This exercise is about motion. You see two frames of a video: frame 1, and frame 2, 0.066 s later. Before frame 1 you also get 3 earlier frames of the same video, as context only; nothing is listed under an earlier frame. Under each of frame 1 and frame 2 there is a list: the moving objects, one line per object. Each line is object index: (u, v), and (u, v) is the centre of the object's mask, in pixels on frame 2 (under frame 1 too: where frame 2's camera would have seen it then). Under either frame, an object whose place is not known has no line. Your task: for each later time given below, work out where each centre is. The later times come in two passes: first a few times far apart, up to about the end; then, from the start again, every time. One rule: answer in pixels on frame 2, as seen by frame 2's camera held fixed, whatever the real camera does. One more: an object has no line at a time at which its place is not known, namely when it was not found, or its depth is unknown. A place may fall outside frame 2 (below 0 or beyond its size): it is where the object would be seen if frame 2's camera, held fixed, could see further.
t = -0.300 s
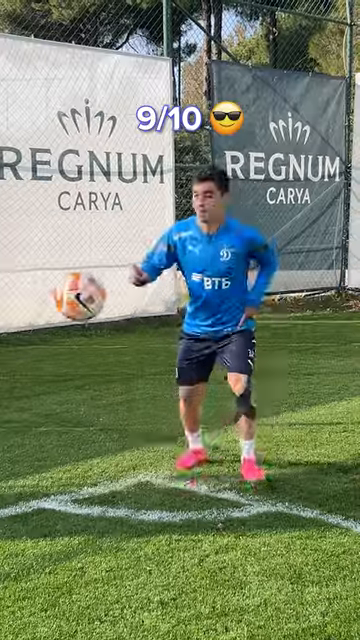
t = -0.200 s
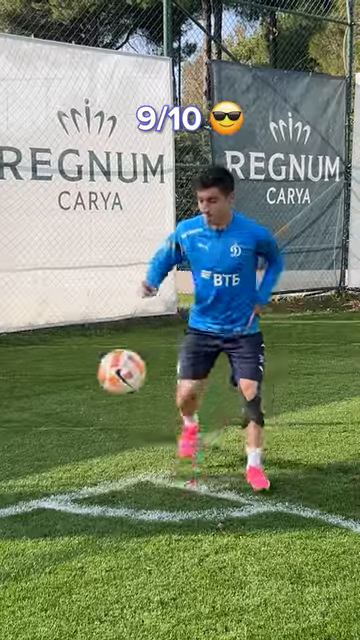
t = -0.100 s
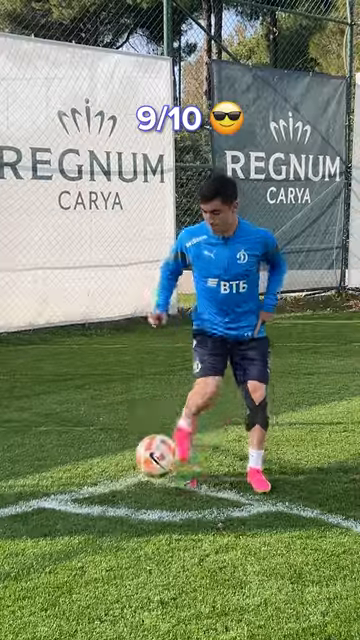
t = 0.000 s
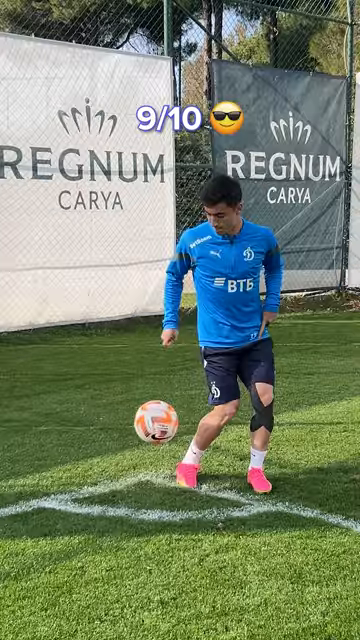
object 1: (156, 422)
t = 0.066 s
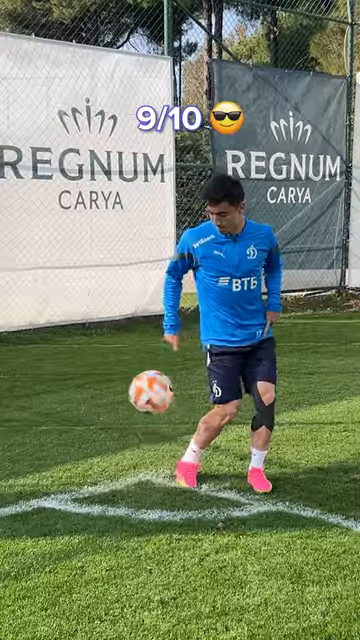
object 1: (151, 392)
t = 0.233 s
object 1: (139, 354)
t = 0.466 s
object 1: (121, 392)
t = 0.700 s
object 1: (113, 467)
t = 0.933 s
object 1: (141, 426)
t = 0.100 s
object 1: (149, 380)
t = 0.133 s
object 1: (147, 370)
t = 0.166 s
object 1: (144, 362)
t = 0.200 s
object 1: (142, 356)
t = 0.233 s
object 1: (139, 354)
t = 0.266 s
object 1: (136, 352)
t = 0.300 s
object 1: (134, 353)
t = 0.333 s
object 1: (131, 356)
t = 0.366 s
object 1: (129, 362)
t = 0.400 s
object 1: (126, 369)
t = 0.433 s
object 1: (123, 379)
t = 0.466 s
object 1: (121, 392)
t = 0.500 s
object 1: (118, 407)
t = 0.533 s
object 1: (115, 424)
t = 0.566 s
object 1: (113, 443)
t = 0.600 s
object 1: (110, 465)
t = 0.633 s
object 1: (107, 489)
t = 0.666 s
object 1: (109, 481)
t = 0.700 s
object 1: (113, 467)
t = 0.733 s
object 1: (117, 453)
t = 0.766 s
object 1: (121, 443)
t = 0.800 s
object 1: (125, 435)
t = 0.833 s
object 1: (129, 430)
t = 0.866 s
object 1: (134, 426)
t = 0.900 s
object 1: (138, 425)
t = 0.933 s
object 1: (141, 426)
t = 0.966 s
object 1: (145, 429)
